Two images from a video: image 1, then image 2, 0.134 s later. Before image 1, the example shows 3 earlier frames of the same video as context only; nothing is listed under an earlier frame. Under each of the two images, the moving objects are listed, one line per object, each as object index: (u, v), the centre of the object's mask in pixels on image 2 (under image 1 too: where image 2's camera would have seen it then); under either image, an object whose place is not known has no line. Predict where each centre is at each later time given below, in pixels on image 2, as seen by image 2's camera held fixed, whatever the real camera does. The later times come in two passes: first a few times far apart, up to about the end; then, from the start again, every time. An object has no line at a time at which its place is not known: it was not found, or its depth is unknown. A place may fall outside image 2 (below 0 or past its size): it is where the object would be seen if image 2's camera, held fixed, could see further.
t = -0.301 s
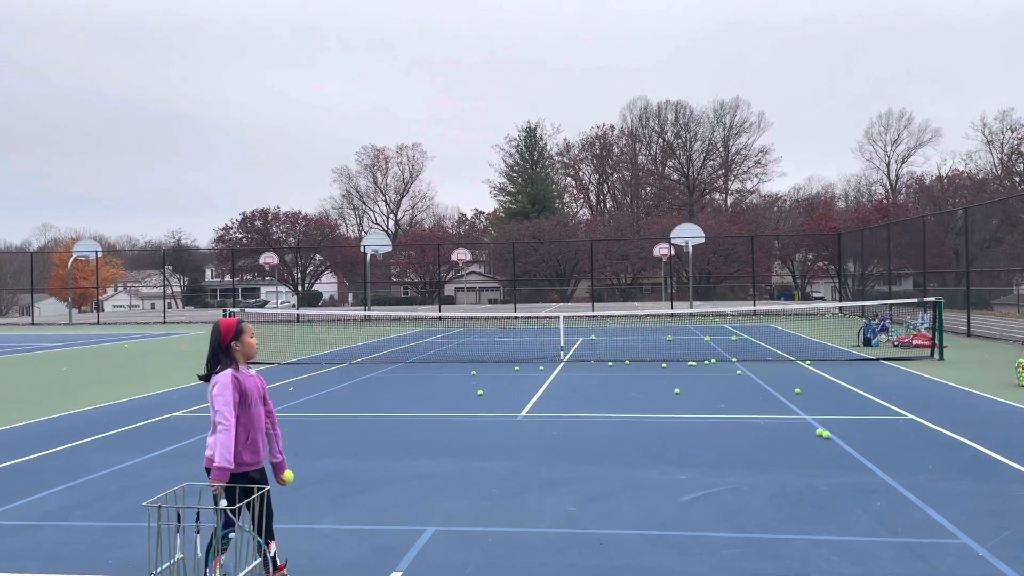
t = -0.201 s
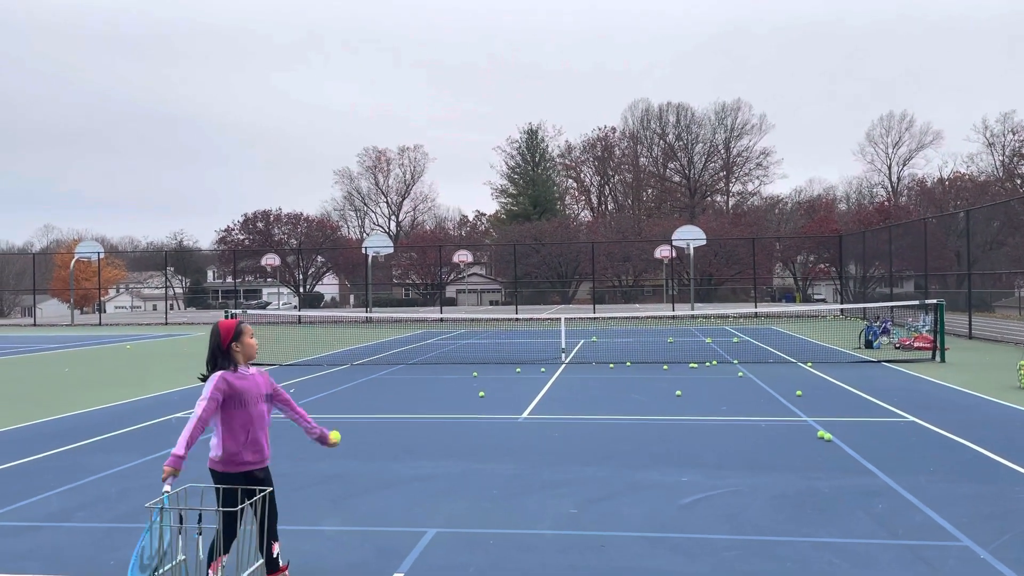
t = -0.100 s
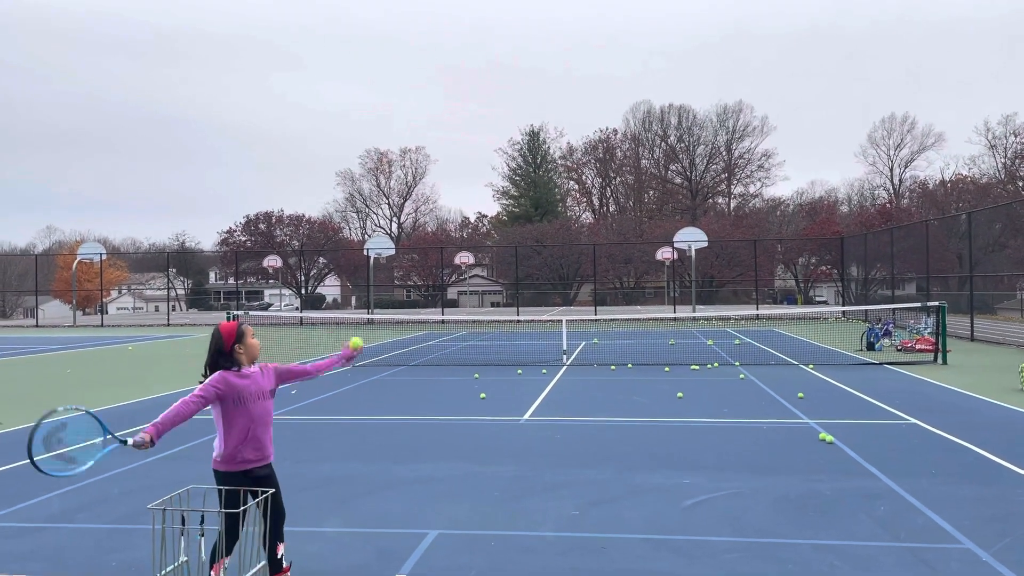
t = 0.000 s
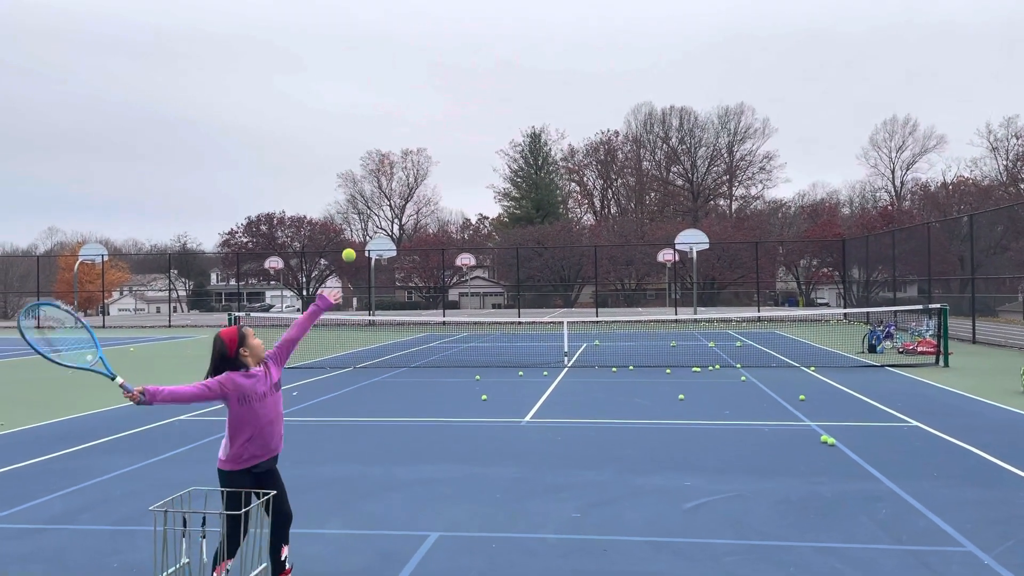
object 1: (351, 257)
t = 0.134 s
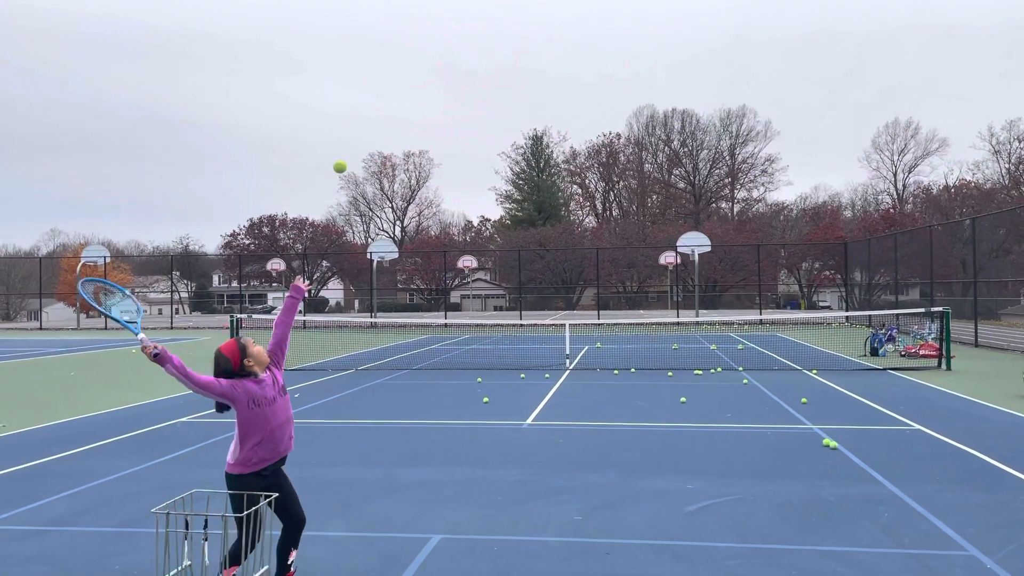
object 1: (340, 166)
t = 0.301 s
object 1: (326, 100)
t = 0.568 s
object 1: (306, 106)
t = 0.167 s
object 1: (337, 149)
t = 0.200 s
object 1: (334, 134)
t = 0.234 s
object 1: (331, 120)
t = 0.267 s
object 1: (328, 109)
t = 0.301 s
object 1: (326, 100)
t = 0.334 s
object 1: (323, 93)
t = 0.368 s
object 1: (321, 88)
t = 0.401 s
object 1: (318, 86)
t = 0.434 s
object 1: (315, 86)
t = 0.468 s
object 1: (313, 87)
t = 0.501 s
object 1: (311, 92)
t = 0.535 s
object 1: (308, 98)
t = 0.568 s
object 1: (306, 106)
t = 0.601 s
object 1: (304, 117)
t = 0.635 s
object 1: (301, 130)
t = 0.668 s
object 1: (299, 145)
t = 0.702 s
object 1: (297, 162)
